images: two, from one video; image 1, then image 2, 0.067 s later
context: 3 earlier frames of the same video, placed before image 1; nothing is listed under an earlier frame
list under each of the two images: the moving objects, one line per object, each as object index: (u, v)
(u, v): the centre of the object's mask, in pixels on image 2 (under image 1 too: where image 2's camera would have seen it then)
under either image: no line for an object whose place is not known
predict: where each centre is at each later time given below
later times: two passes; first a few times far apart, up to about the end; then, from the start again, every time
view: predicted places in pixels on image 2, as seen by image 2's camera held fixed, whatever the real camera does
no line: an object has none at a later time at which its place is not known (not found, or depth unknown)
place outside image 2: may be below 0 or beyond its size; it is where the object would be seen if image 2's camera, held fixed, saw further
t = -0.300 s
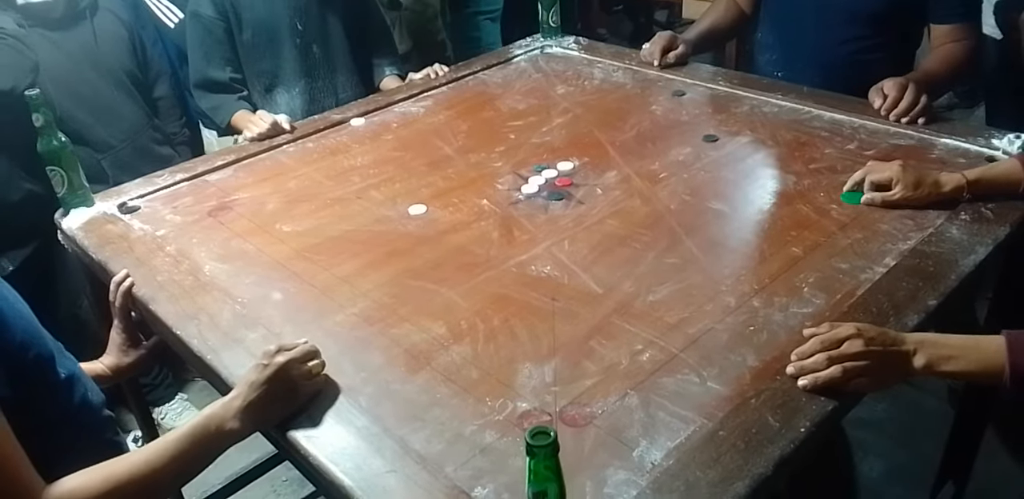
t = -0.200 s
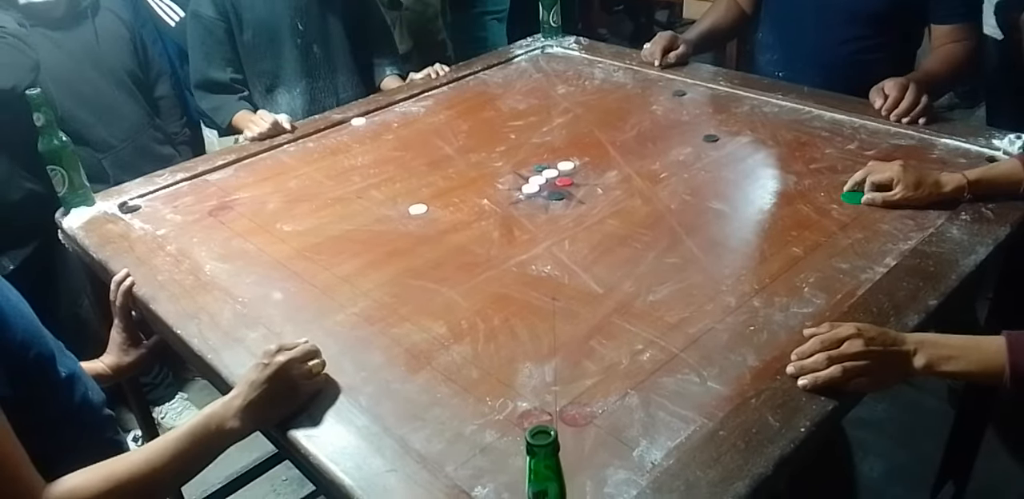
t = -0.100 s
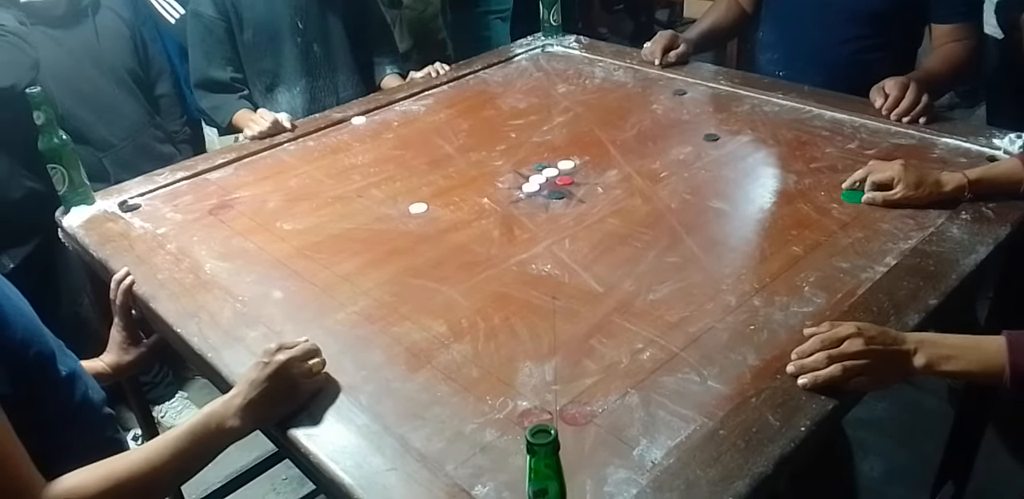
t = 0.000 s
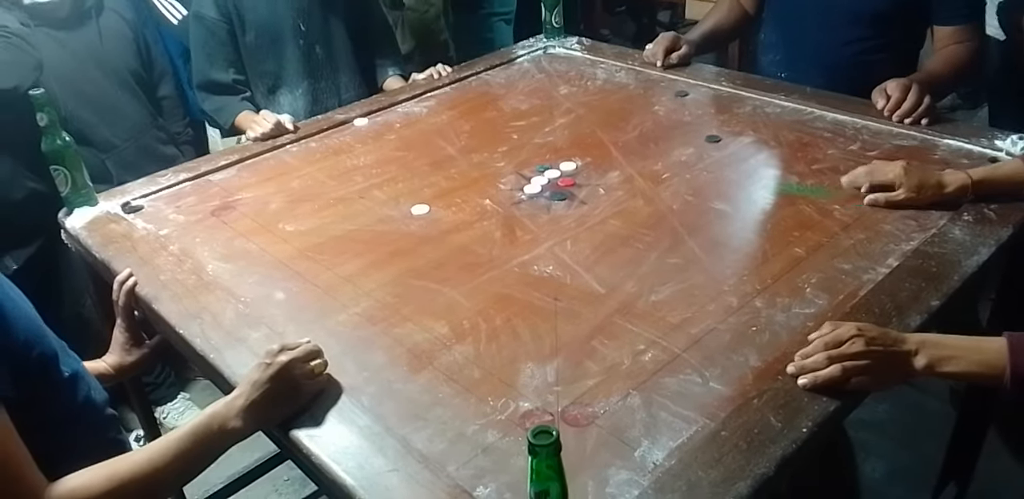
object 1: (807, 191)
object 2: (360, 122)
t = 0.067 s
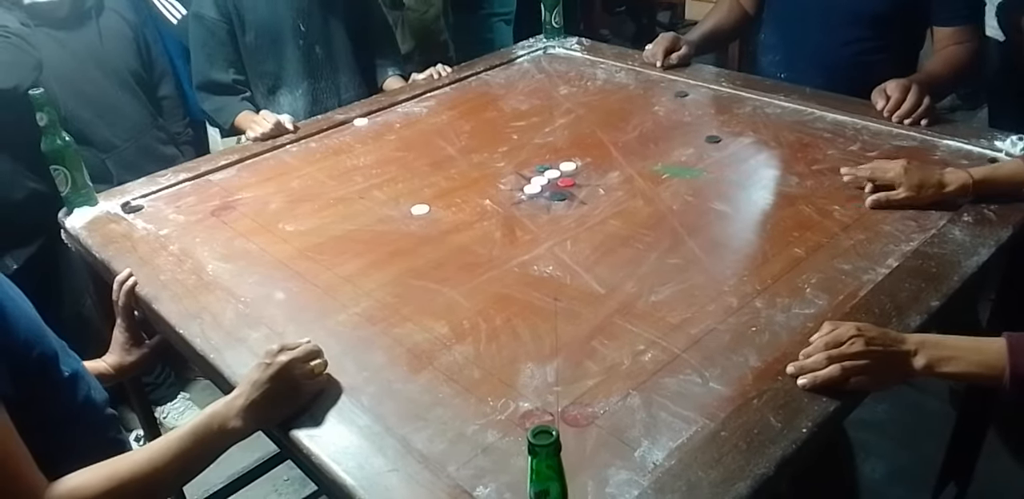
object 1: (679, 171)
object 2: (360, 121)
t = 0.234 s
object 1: (451, 135)
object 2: (360, 121)
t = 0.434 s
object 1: (404, 110)
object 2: (290, 170)
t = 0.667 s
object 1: (446, 103)
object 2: (212, 243)
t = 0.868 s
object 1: (459, 101)
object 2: (313, 226)
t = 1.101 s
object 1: (460, 101)
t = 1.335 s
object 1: (460, 101)
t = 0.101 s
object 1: (625, 163)
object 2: (360, 121)
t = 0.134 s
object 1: (580, 156)
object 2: (360, 121)
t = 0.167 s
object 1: (532, 148)
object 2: (360, 121)
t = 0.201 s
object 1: (490, 141)
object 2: (360, 121)
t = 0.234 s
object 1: (451, 135)
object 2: (360, 121)
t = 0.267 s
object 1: (413, 128)
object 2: (360, 121)
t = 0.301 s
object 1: (379, 122)
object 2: (359, 122)
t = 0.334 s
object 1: (380, 117)
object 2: (345, 132)
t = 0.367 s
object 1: (386, 114)
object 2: (328, 144)
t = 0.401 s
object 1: (396, 112)
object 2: (309, 157)
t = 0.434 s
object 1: (404, 110)
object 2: (290, 170)
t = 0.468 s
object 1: (412, 109)
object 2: (271, 184)
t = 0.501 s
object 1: (420, 108)
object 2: (251, 198)
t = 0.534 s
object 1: (426, 107)
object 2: (230, 213)
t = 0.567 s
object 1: (432, 106)
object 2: (209, 227)
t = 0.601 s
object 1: (437, 105)
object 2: (187, 242)
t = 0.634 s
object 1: (442, 104)
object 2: (190, 247)
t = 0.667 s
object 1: (446, 103)
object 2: (212, 243)
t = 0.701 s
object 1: (449, 103)
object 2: (232, 240)
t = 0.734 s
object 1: (453, 102)
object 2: (250, 237)
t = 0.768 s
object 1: (456, 102)
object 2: (268, 234)
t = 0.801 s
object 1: (457, 101)
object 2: (284, 231)
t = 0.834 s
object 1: (458, 101)
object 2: (299, 228)
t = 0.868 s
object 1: (459, 101)
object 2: (313, 226)
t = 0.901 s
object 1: (459, 101)
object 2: (327, 223)
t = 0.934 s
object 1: (460, 101)
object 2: (339, 221)
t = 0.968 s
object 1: (460, 101)
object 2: (350, 219)
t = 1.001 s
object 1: (460, 101)
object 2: (360, 217)
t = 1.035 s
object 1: (460, 101)
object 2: (369, 216)
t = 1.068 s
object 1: (460, 101)
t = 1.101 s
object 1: (460, 101)
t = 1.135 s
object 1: (460, 101)
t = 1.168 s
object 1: (460, 101)
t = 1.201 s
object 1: (460, 101)
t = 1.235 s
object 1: (460, 101)
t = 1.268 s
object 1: (460, 101)
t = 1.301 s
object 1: (460, 101)
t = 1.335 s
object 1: (460, 101)
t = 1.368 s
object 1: (460, 101)
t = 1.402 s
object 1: (460, 101)
